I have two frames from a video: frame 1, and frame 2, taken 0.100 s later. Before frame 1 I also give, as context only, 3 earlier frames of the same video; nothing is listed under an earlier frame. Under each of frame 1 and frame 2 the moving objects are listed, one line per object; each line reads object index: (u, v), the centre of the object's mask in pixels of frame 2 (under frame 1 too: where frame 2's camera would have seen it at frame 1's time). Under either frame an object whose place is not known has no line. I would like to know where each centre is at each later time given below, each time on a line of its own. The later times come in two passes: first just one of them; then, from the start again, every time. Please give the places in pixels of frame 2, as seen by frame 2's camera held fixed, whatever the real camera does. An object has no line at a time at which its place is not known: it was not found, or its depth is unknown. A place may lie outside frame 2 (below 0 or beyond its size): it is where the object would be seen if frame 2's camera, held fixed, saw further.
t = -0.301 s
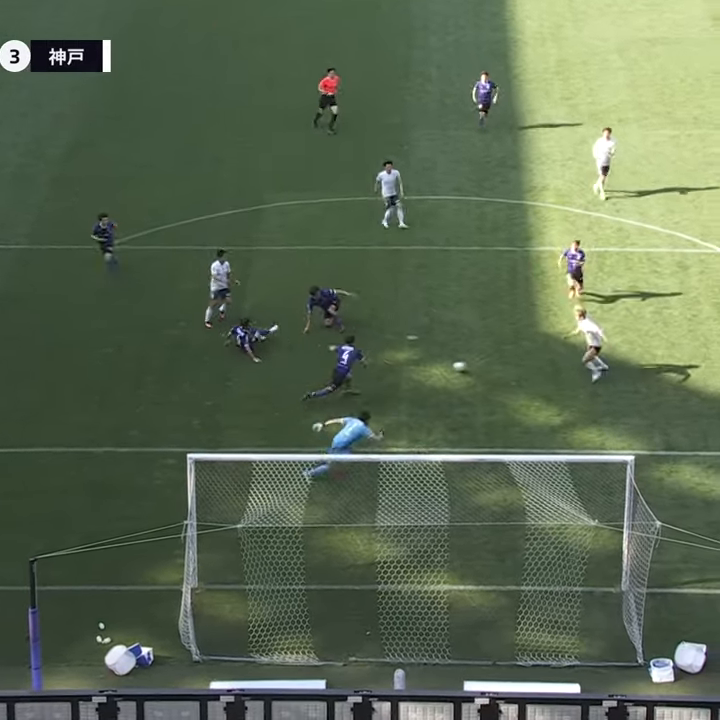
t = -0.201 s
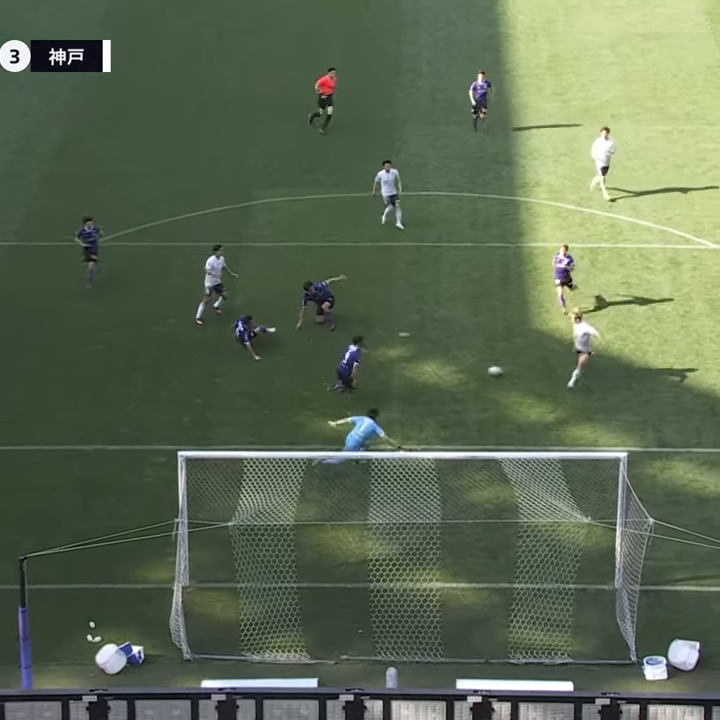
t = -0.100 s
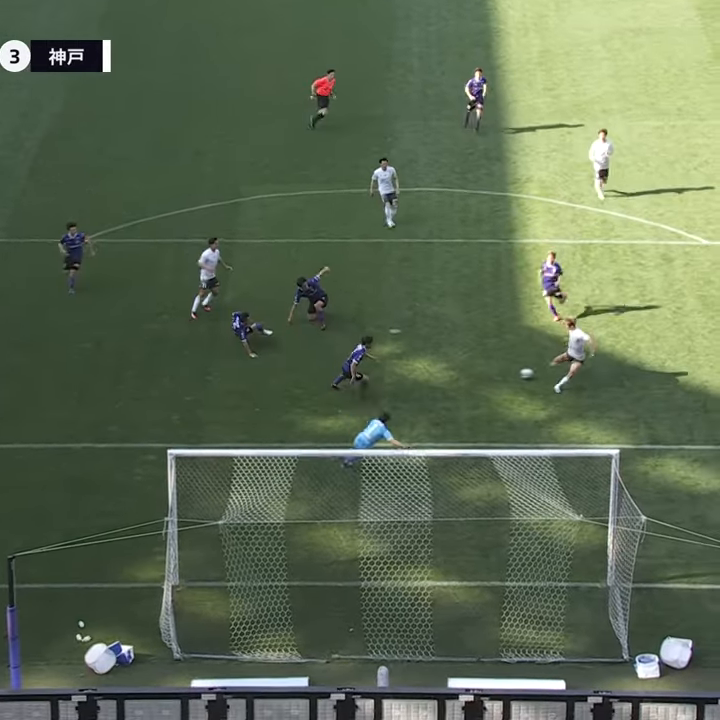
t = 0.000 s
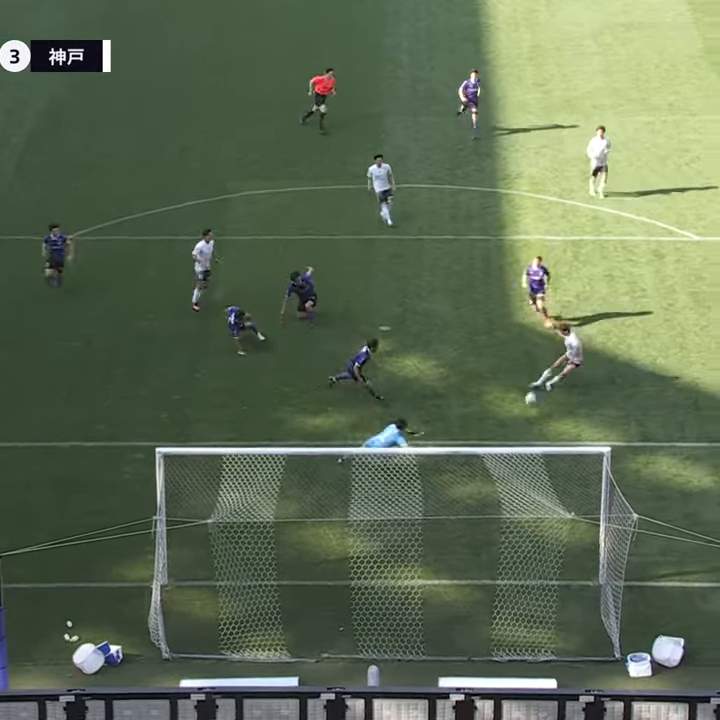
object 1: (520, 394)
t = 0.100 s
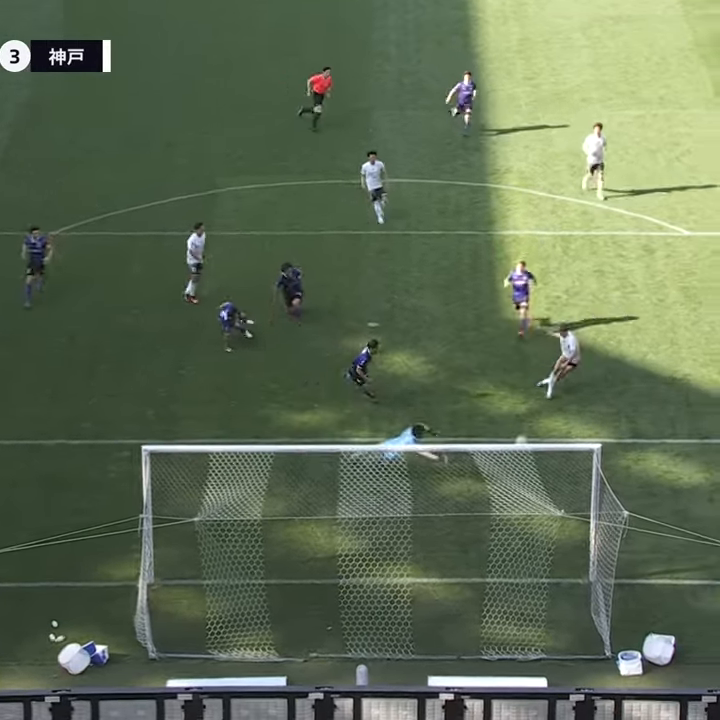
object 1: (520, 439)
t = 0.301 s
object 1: (538, 559)
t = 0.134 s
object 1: (522, 457)
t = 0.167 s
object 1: (523, 476)
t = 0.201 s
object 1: (526, 495)
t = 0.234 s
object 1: (529, 515)
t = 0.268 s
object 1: (533, 536)
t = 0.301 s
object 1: (538, 559)
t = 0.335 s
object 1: (543, 578)
